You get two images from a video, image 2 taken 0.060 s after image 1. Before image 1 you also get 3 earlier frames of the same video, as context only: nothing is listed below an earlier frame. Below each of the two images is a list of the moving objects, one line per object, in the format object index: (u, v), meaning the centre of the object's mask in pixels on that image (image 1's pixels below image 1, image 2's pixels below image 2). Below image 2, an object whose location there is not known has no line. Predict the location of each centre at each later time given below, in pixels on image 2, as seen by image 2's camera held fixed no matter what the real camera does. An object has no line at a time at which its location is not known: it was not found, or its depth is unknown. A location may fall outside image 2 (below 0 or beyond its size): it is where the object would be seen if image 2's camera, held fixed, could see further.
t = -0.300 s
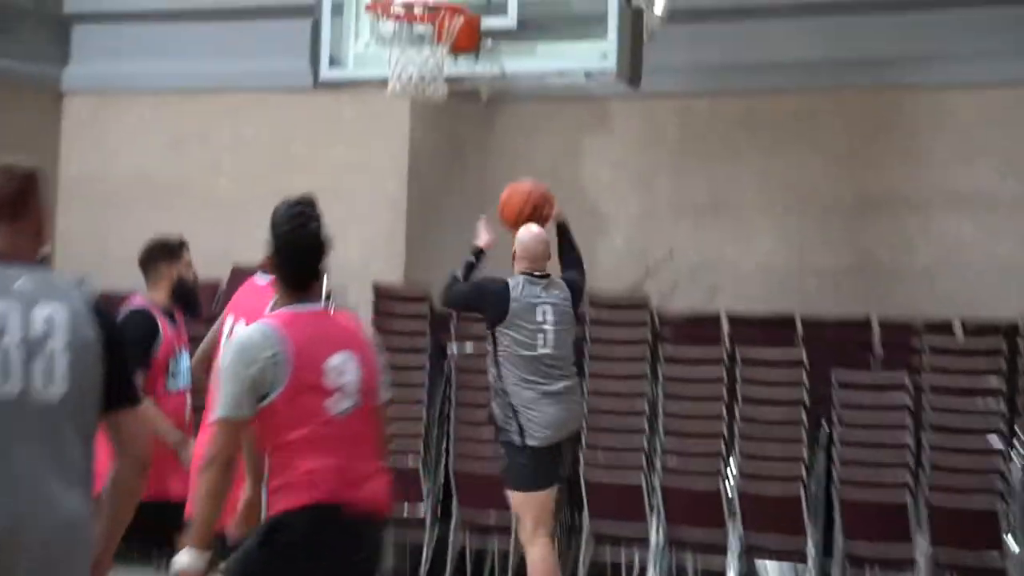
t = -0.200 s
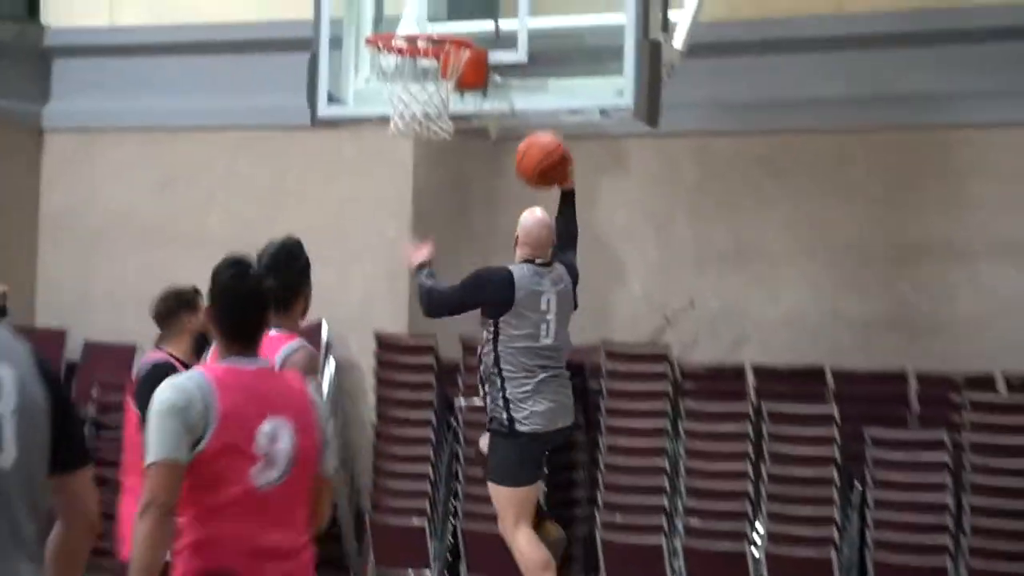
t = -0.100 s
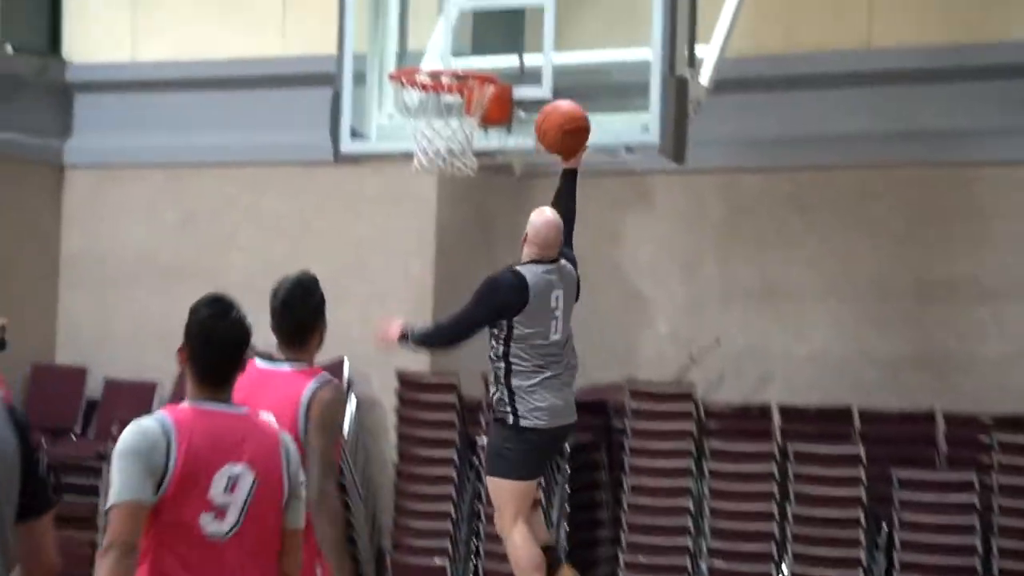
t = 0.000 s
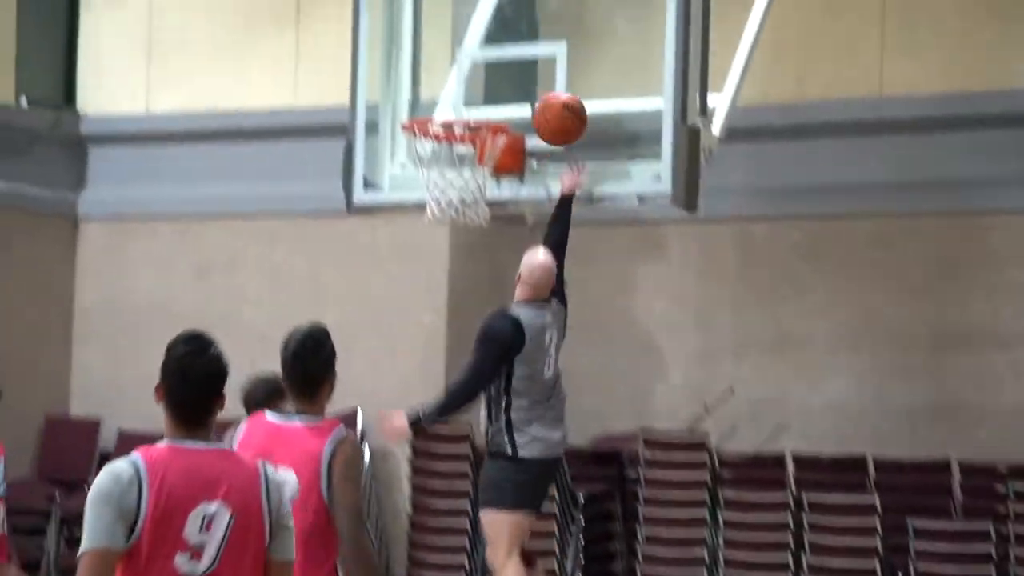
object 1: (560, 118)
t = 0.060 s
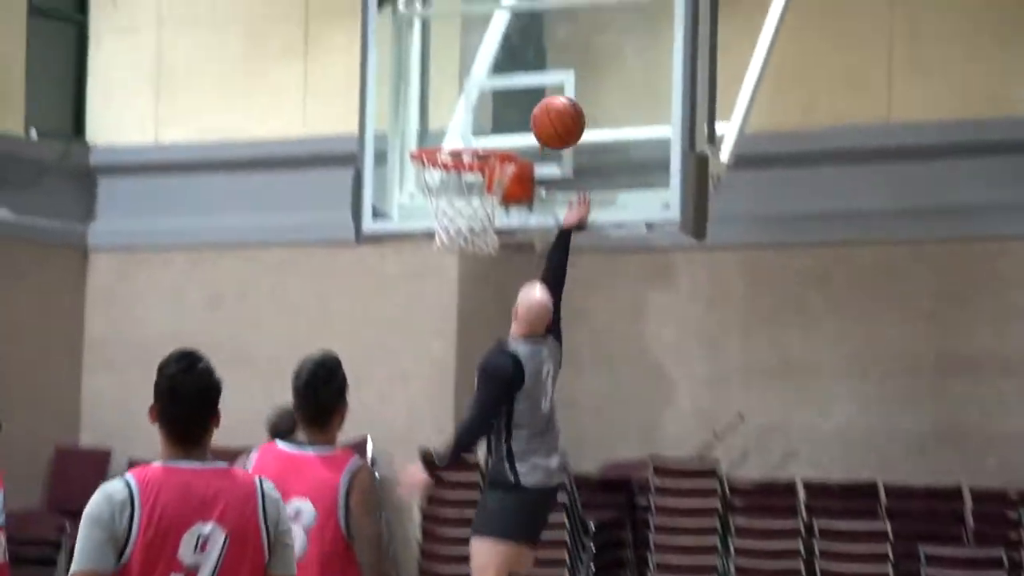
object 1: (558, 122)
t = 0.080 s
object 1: (554, 116)
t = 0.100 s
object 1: (549, 109)
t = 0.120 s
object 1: (544, 105)
